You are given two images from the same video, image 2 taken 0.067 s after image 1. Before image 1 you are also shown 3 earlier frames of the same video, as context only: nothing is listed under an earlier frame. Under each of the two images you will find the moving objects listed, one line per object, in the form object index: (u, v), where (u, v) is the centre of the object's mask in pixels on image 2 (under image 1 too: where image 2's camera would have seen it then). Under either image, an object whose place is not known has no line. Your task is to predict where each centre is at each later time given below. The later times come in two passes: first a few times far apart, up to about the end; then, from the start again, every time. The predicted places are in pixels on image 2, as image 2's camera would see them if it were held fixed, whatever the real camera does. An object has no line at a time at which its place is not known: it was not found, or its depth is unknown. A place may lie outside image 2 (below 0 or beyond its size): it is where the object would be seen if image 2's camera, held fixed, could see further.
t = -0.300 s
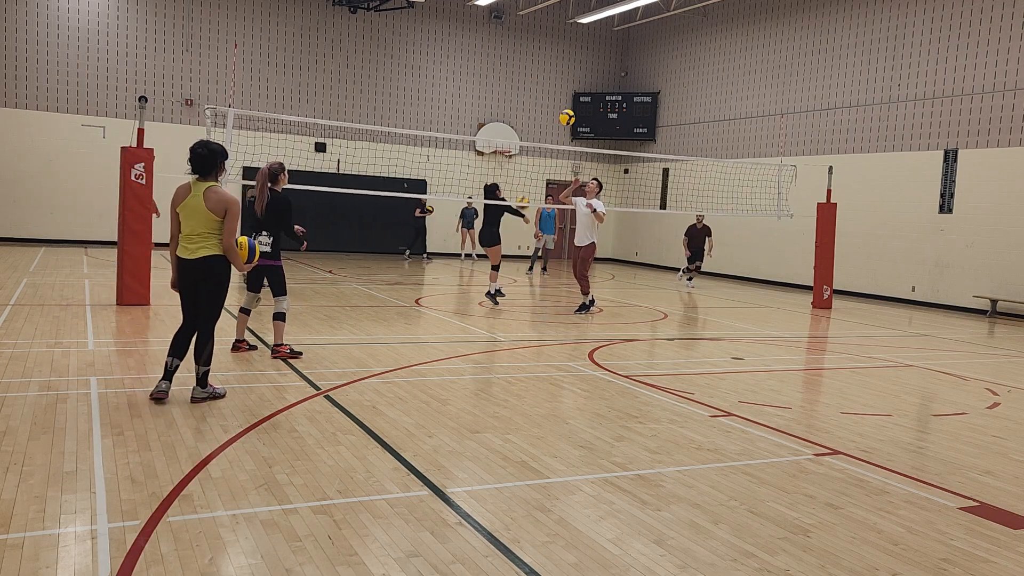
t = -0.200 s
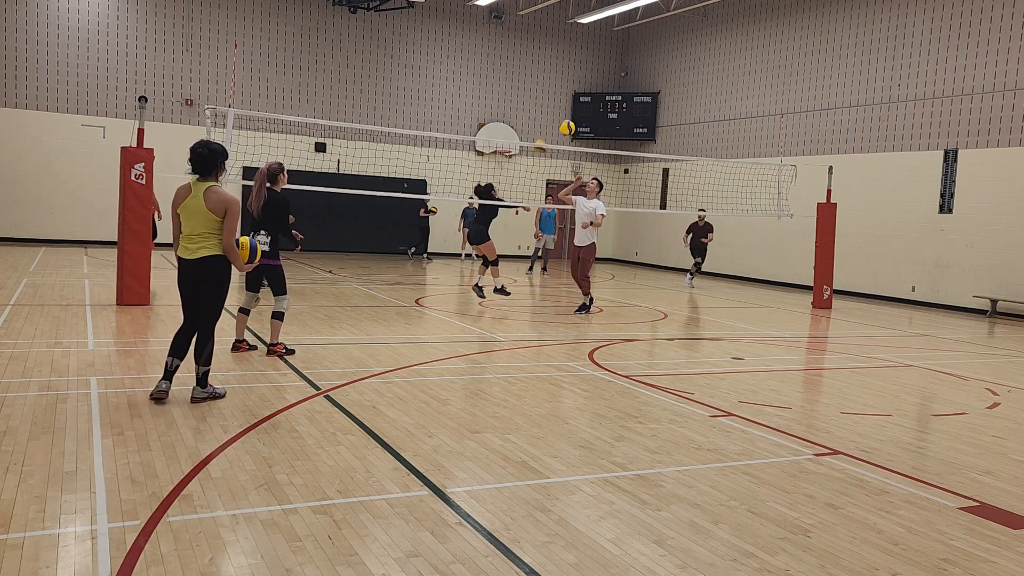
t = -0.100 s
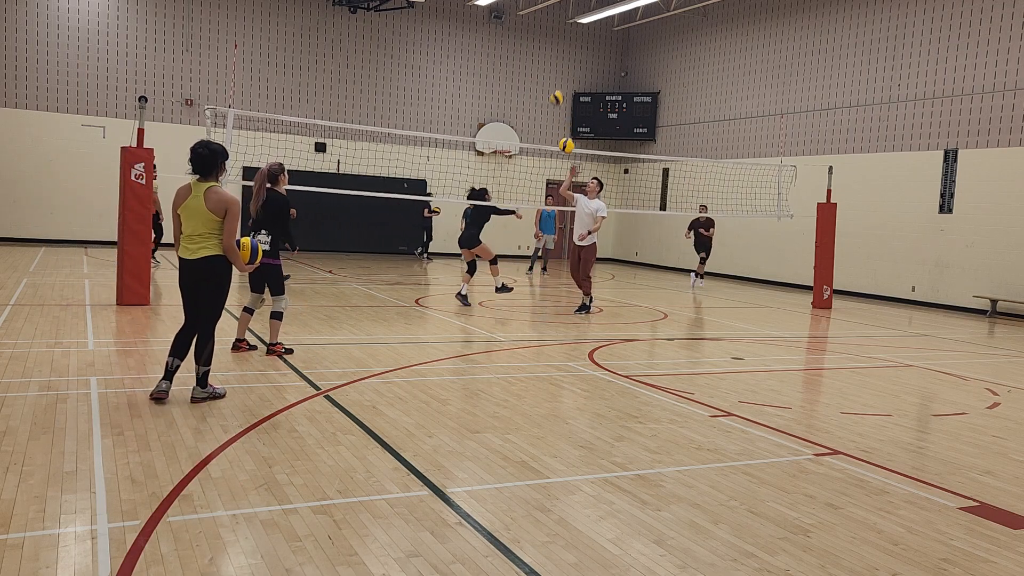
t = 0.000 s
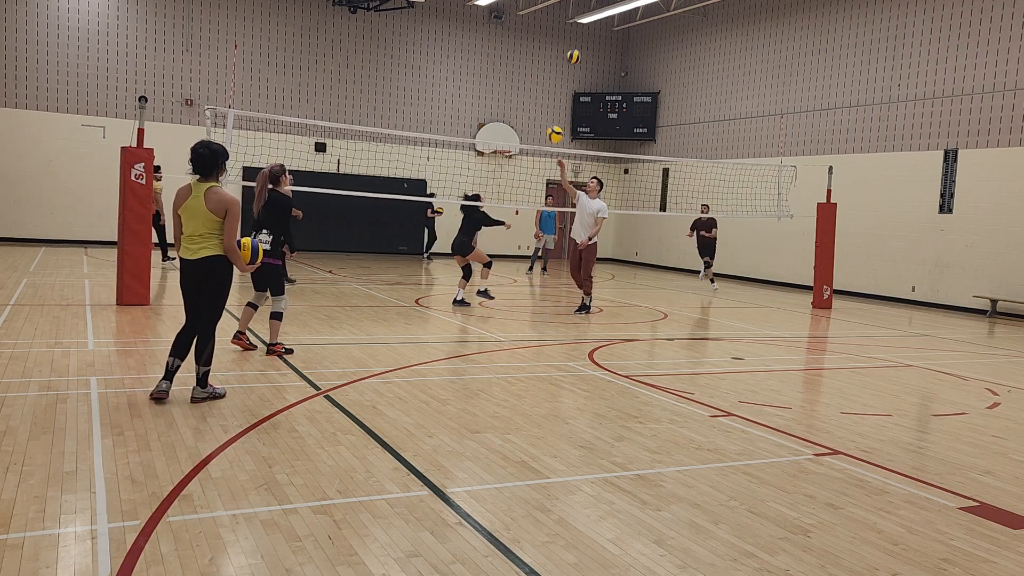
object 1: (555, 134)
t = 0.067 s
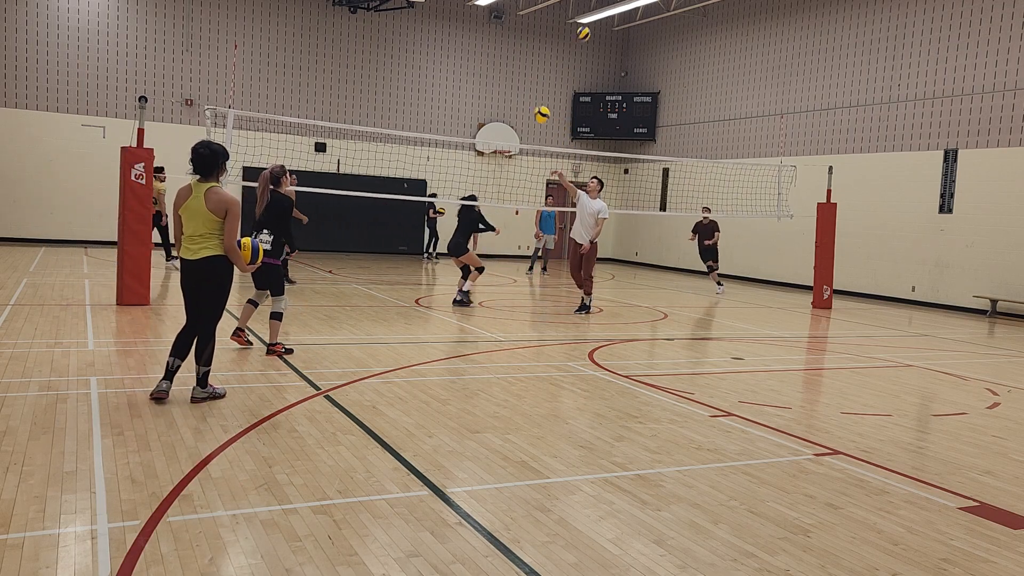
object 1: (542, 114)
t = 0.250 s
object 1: (502, 73)
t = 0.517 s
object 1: (438, 58)
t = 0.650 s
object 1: (401, 74)
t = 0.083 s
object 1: (538, 110)
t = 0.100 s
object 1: (535, 105)
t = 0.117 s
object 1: (531, 101)
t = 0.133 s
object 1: (528, 97)
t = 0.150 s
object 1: (524, 93)
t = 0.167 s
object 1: (520, 89)
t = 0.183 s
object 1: (517, 86)
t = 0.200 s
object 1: (513, 82)
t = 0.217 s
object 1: (509, 79)
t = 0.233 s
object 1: (506, 76)
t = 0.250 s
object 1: (502, 73)
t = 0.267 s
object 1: (499, 70)
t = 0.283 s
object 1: (495, 68)
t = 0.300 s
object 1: (491, 66)
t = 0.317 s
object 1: (487, 63)
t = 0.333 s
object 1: (483, 62)
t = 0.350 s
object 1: (480, 60)
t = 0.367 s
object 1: (476, 59)
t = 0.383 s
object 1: (472, 58)
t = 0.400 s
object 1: (468, 57)
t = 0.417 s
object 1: (464, 57)
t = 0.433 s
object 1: (459, 56)
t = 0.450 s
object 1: (455, 56)
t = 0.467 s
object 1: (451, 56)
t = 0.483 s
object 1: (447, 57)
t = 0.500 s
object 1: (442, 57)
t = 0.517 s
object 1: (438, 58)
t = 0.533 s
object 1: (434, 59)
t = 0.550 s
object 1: (429, 61)
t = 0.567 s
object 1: (424, 62)
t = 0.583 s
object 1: (420, 64)
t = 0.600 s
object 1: (415, 66)
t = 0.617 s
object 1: (410, 69)
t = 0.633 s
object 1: (406, 71)
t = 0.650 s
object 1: (401, 74)
